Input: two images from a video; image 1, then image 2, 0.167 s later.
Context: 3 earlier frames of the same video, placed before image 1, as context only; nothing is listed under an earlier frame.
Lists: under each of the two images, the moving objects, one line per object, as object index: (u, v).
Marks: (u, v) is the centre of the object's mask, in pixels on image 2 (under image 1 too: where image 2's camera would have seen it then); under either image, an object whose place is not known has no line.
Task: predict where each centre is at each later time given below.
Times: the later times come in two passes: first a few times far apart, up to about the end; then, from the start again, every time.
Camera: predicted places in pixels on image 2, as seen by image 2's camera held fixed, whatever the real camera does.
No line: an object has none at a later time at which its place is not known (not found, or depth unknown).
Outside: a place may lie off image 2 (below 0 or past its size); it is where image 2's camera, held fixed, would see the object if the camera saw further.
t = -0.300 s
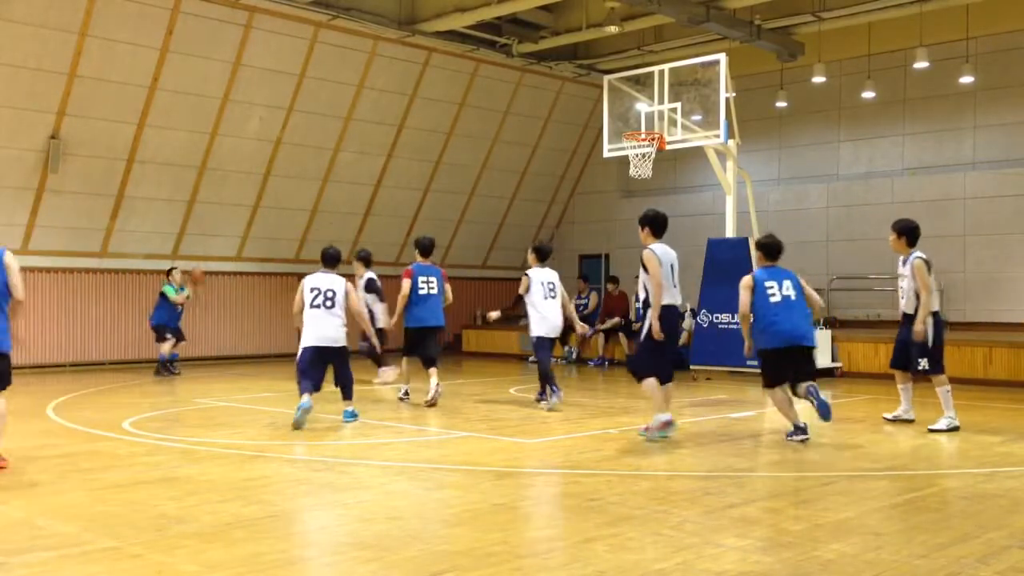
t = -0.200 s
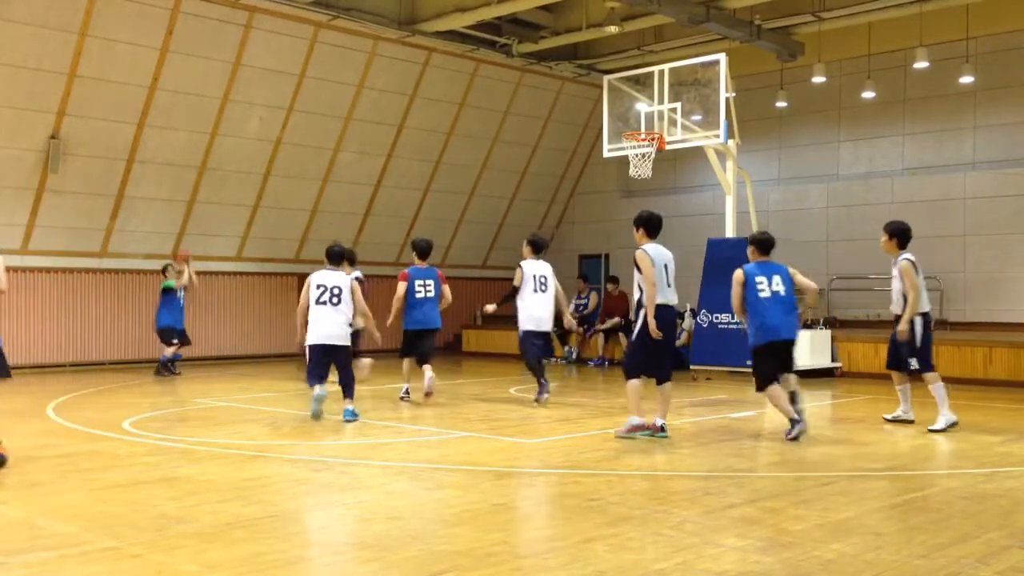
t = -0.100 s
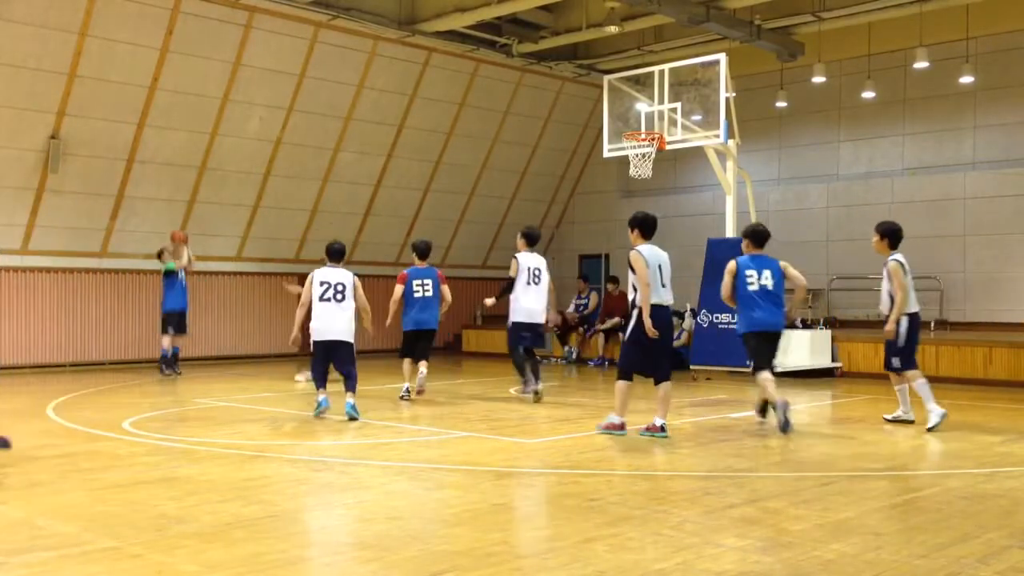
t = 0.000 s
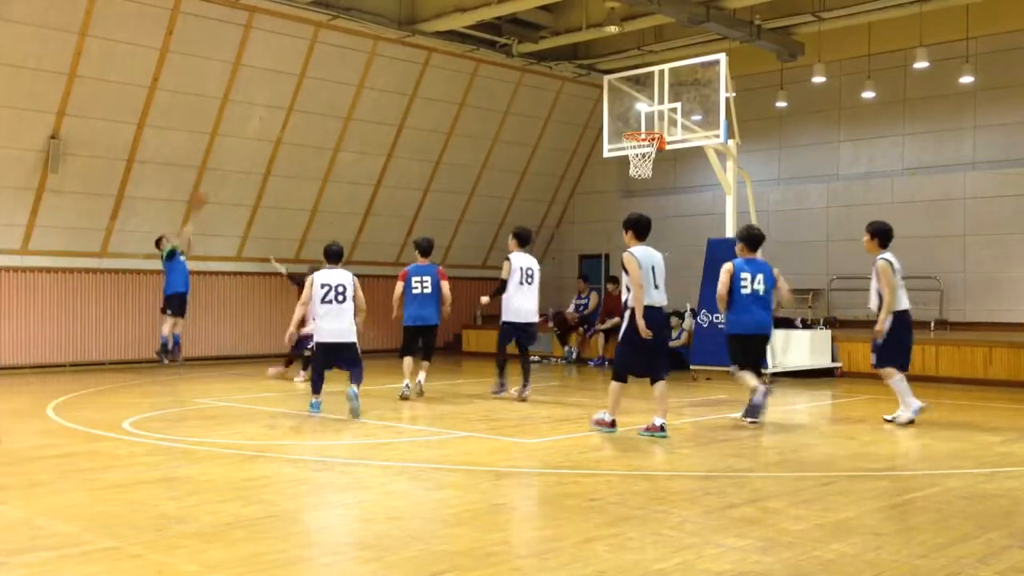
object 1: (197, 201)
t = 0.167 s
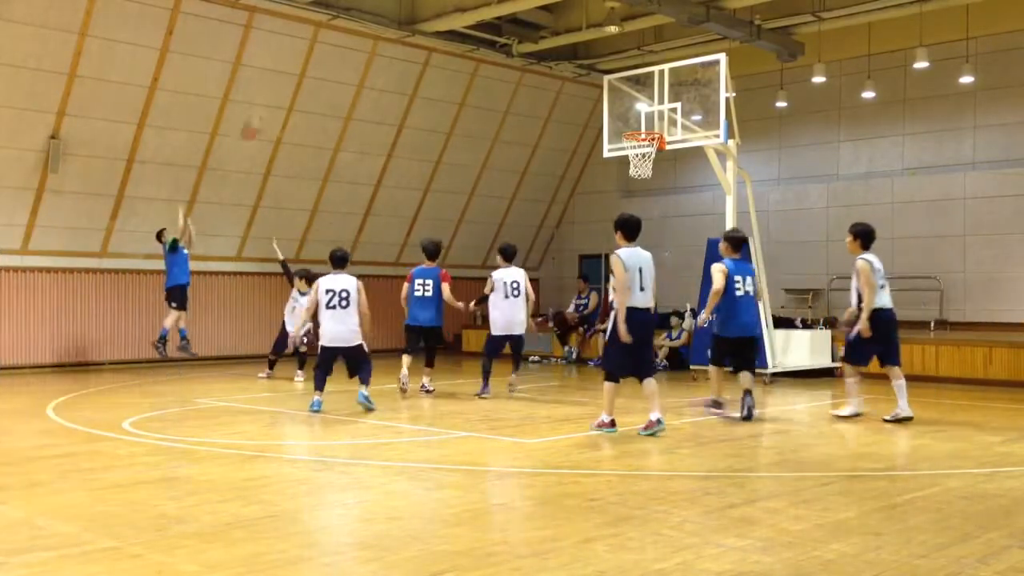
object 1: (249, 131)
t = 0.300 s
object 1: (296, 82)
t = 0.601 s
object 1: (394, 25)
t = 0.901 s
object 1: (496, 36)
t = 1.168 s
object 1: (594, 101)
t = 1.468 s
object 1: (587, 89)
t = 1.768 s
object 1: (540, 96)
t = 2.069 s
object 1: (502, 163)
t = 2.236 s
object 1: (480, 225)
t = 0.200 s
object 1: (264, 114)
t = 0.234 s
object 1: (274, 103)
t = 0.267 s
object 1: (285, 92)
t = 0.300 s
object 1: (296, 82)
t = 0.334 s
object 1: (307, 75)
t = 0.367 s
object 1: (318, 64)
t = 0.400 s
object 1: (329, 56)
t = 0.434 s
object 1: (340, 50)
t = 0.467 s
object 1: (350, 42)
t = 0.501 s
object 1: (362, 37)
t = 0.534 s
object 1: (372, 32)
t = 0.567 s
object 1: (383, 28)
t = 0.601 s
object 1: (394, 25)
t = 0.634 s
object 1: (404, 22)
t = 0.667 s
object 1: (414, 21)
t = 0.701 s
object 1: (426, 21)
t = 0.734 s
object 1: (437, 21)
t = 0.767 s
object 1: (450, 23)
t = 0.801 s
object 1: (461, 25)
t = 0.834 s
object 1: (472, 28)
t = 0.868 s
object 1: (484, 31)
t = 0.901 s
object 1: (496, 36)
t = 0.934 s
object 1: (507, 42)
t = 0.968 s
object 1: (519, 47)
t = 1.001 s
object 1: (535, 56)
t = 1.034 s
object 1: (546, 62)
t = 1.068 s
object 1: (556, 71)
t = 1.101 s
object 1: (571, 80)
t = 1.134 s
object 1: (584, 91)
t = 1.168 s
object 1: (594, 101)
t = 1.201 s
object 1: (608, 113)
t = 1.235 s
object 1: (619, 125)
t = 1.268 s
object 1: (618, 123)
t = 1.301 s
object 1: (612, 116)
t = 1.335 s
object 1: (607, 108)
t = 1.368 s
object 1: (601, 101)
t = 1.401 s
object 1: (596, 96)
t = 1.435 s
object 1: (592, 93)
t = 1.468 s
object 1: (587, 89)
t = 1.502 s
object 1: (581, 87)
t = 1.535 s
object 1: (576, 86)
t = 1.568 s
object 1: (571, 85)
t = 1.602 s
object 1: (566, 84)
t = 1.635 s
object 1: (563, 85)
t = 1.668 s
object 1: (557, 86)
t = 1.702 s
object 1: (551, 88)
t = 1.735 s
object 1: (546, 91)
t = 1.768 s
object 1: (540, 96)
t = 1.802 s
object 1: (536, 99)
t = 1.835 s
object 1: (532, 105)
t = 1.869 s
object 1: (528, 111)
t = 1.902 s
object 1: (524, 118)
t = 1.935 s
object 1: (520, 126)
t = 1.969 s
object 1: (515, 134)
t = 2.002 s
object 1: (512, 143)
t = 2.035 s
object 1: (507, 152)
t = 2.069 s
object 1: (502, 163)
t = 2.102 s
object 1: (497, 174)
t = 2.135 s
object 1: (494, 184)
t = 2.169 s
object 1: (489, 198)
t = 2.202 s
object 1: (486, 211)
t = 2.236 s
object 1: (480, 225)
